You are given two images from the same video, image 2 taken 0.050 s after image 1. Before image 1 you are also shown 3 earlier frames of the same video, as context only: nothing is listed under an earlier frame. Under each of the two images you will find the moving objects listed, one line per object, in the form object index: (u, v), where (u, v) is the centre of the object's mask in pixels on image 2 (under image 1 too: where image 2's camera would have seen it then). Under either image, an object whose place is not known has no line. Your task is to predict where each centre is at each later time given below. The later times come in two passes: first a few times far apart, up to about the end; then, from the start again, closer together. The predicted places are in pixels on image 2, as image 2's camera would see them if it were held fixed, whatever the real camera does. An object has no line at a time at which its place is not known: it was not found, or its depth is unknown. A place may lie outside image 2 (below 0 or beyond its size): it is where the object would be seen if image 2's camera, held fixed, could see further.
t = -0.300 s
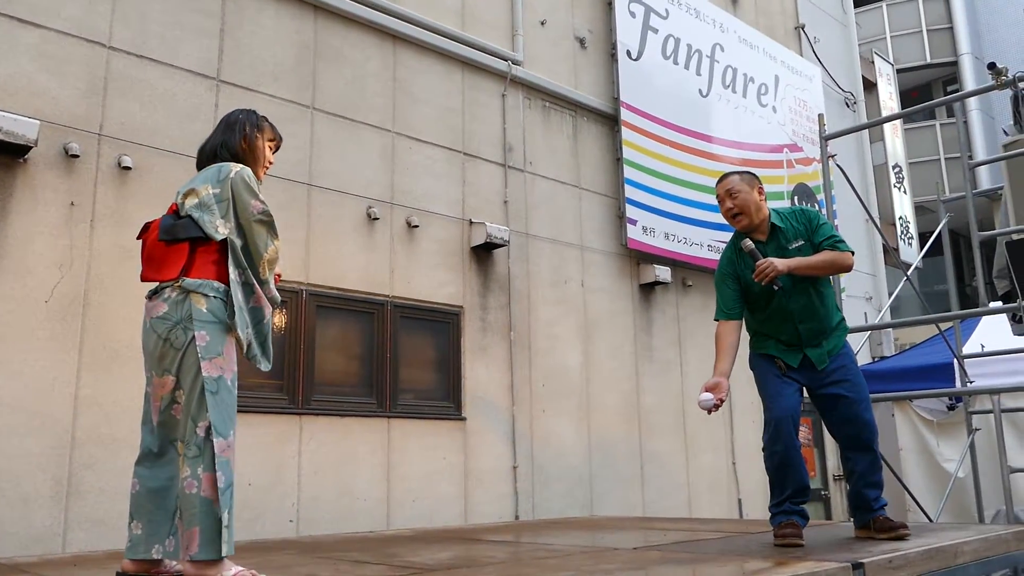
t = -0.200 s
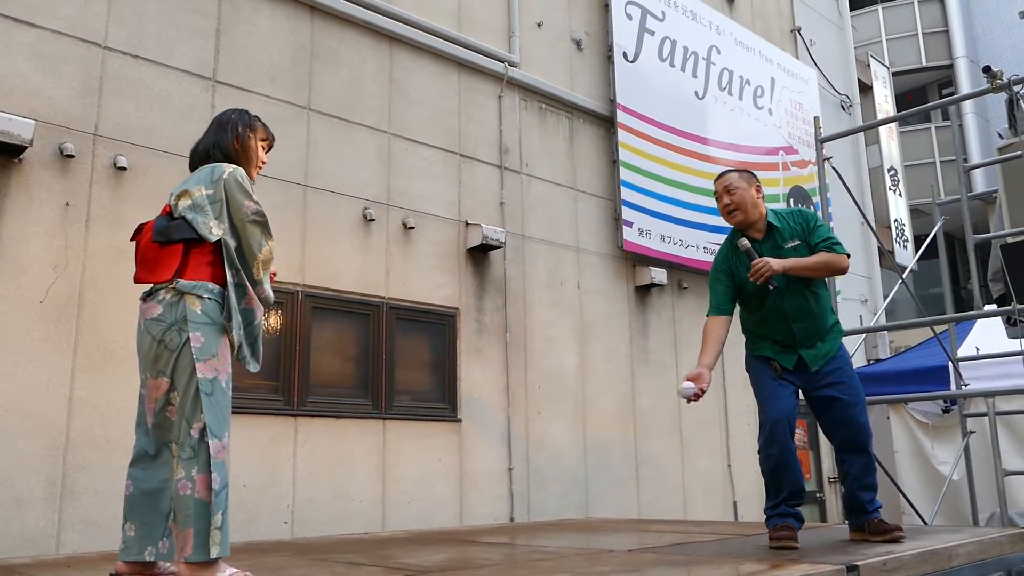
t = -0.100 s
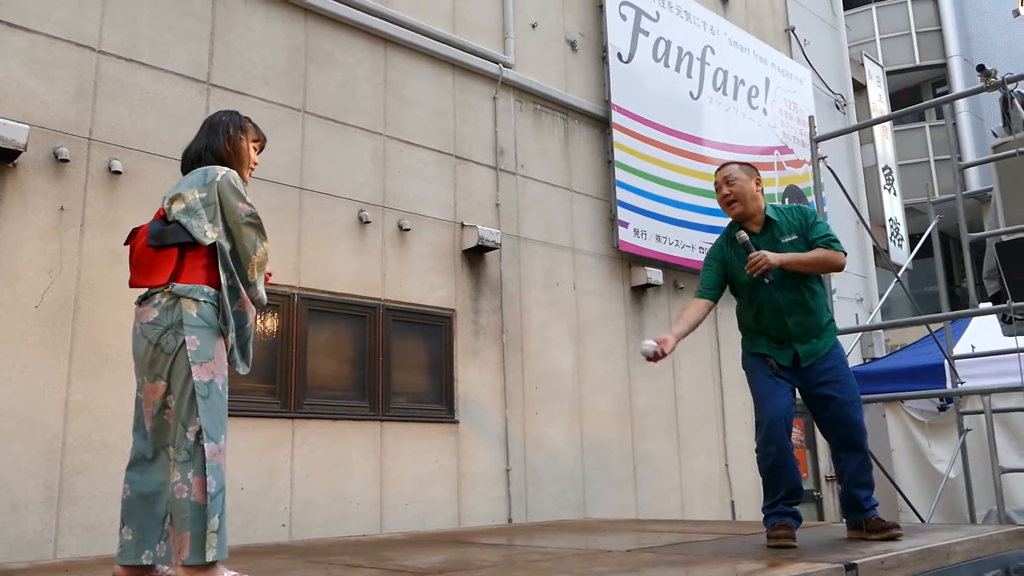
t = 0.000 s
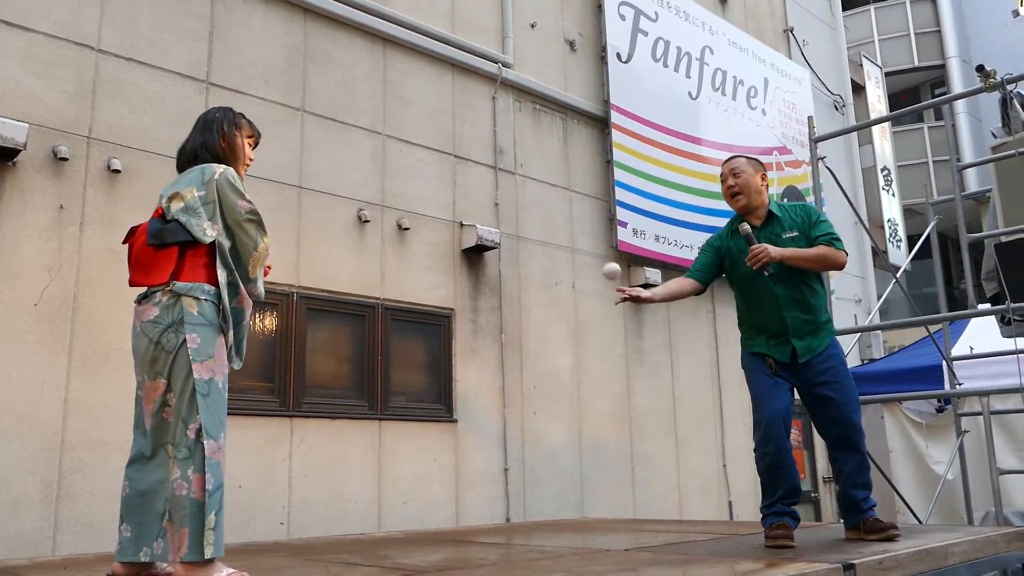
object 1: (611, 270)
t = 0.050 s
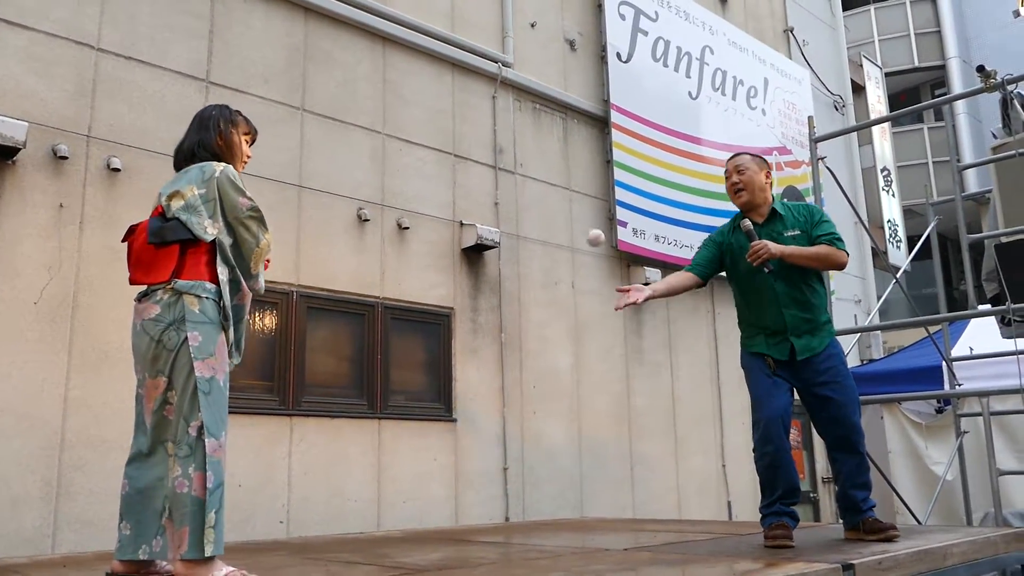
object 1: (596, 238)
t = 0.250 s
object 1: (533, 167)
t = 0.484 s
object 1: (460, 210)
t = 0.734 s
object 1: (384, 433)
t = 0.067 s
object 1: (590, 228)
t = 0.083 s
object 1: (585, 219)
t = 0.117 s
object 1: (574, 203)
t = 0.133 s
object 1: (569, 197)
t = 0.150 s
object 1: (564, 191)
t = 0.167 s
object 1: (559, 185)
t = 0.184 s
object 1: (553, 180)
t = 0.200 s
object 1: (548, 176)
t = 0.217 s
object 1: (543, 172)
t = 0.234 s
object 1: (538, 169)
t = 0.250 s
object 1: (533, 167)
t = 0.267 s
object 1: (528, 166)
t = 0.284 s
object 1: (522, 165)
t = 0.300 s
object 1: (517, 165)
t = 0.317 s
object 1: (512, 165)
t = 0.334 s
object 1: (507, 167)
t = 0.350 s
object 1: (501, 168)
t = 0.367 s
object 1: (496, 170)
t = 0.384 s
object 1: (491, 174)
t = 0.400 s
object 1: (486, 178)
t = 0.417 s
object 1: (481, 183)
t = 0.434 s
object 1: (475, 188)
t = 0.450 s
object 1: (471, 194)
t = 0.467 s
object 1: (465, 202)
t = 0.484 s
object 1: (460, 210)
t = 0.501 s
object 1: (456, 218)
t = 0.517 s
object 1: (451, 228)
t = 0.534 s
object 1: (445, 238)
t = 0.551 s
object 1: (440, 249)
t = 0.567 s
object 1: (434, 261)
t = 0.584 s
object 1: (430, 274)
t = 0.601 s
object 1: (424, 288)
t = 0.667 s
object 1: (404, 351)
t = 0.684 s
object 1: (399, 370)
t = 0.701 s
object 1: (394, 391)
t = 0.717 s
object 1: (389, 411)
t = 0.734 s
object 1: (384, 433)
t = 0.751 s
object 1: (377, 458)
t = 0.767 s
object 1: (371, 481)
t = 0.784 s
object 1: (365, 508)
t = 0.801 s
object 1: (360, 534)
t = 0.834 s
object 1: (349, 547)
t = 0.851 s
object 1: (345, 533)
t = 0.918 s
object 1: (335, 482)
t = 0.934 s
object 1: (331, 471)
